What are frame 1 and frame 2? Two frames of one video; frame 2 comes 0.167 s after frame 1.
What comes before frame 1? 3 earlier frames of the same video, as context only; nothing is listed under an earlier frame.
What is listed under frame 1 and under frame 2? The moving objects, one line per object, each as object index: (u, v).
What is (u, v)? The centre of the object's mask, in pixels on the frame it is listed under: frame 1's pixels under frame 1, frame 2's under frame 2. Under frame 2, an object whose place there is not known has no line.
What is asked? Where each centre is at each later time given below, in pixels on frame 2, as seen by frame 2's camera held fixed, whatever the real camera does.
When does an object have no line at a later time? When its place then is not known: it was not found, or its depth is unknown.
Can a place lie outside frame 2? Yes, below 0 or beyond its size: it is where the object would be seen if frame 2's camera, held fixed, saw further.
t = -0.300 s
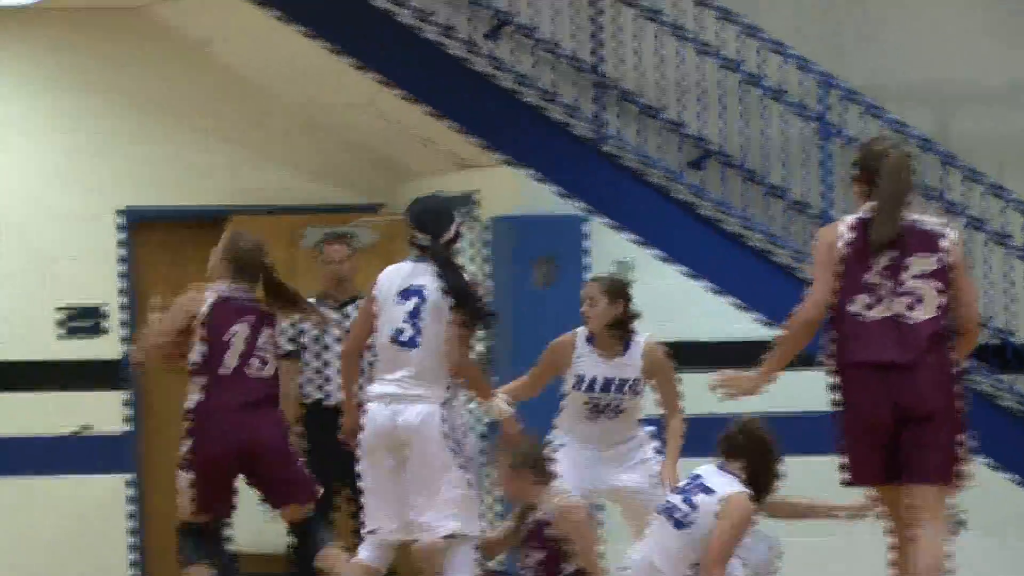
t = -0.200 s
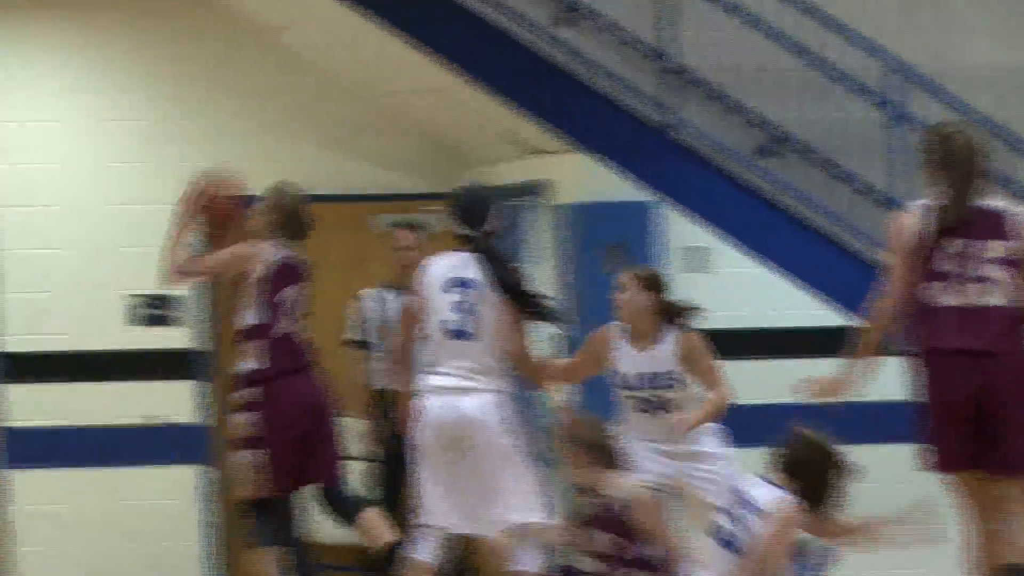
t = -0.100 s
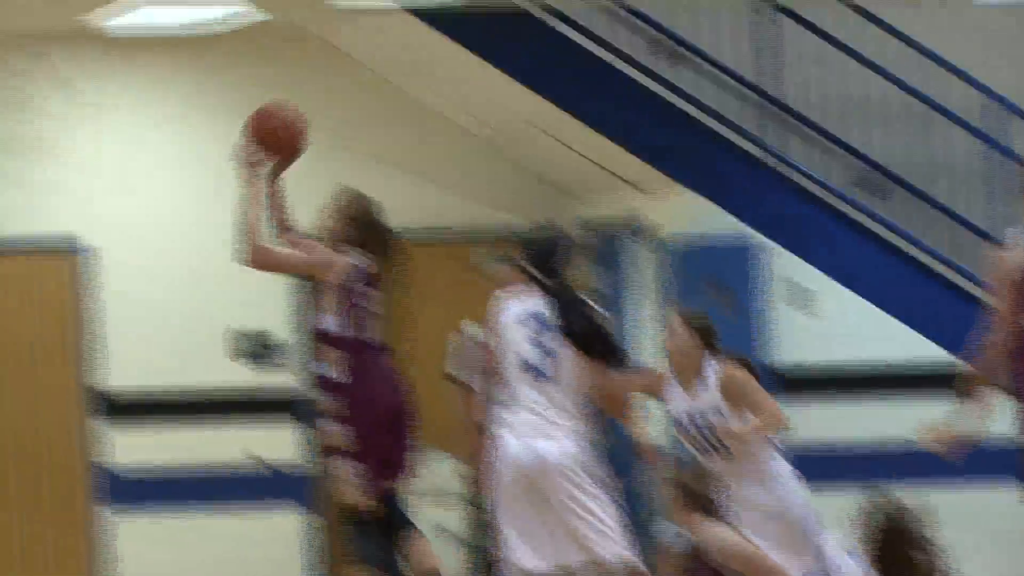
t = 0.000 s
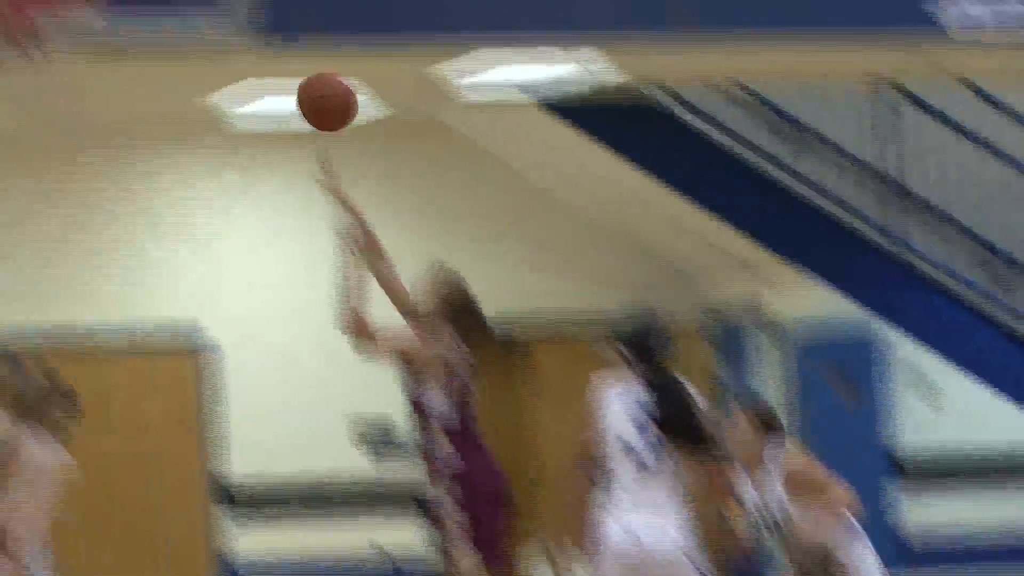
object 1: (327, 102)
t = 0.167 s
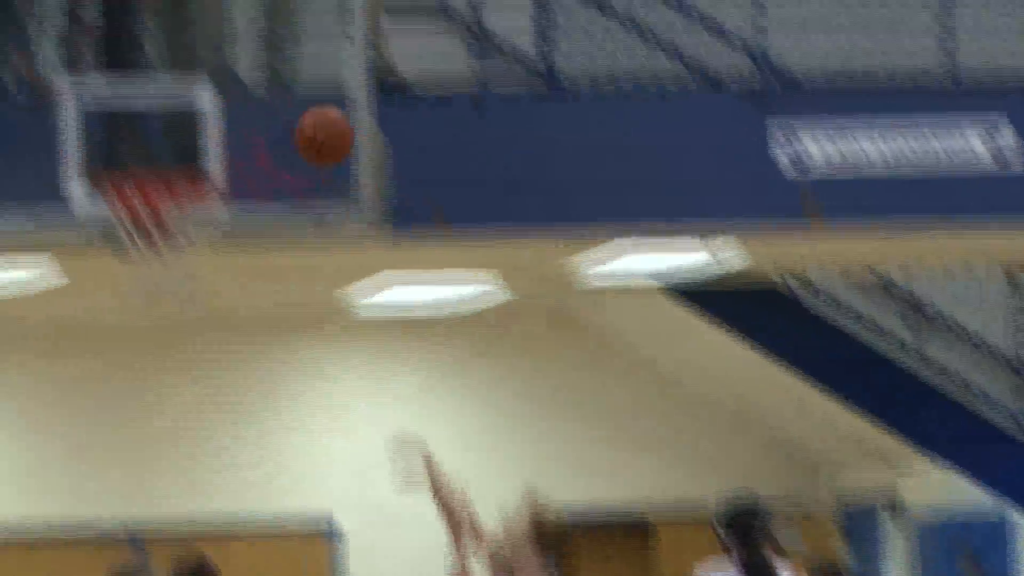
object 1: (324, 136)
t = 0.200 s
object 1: (301, 115)
